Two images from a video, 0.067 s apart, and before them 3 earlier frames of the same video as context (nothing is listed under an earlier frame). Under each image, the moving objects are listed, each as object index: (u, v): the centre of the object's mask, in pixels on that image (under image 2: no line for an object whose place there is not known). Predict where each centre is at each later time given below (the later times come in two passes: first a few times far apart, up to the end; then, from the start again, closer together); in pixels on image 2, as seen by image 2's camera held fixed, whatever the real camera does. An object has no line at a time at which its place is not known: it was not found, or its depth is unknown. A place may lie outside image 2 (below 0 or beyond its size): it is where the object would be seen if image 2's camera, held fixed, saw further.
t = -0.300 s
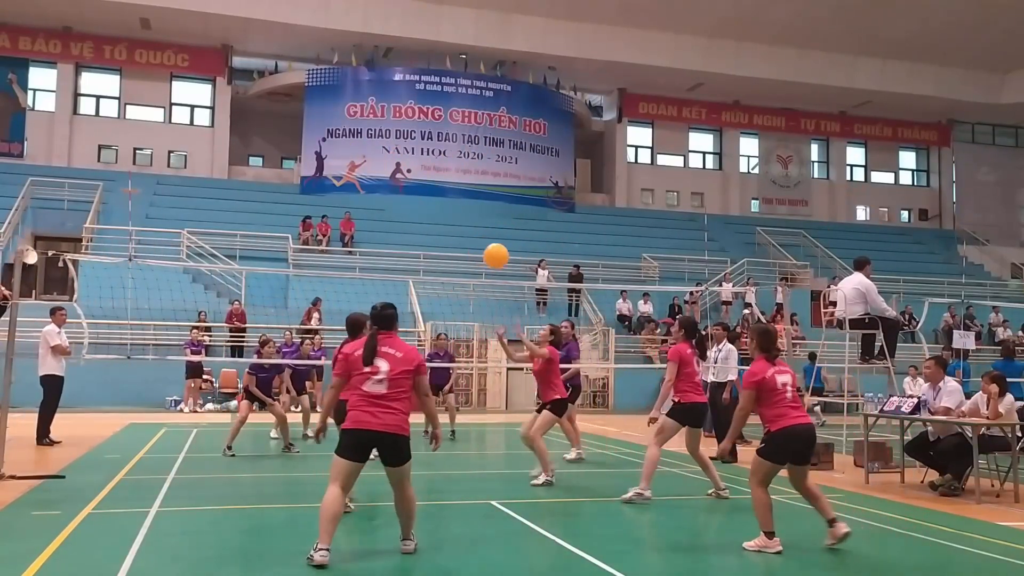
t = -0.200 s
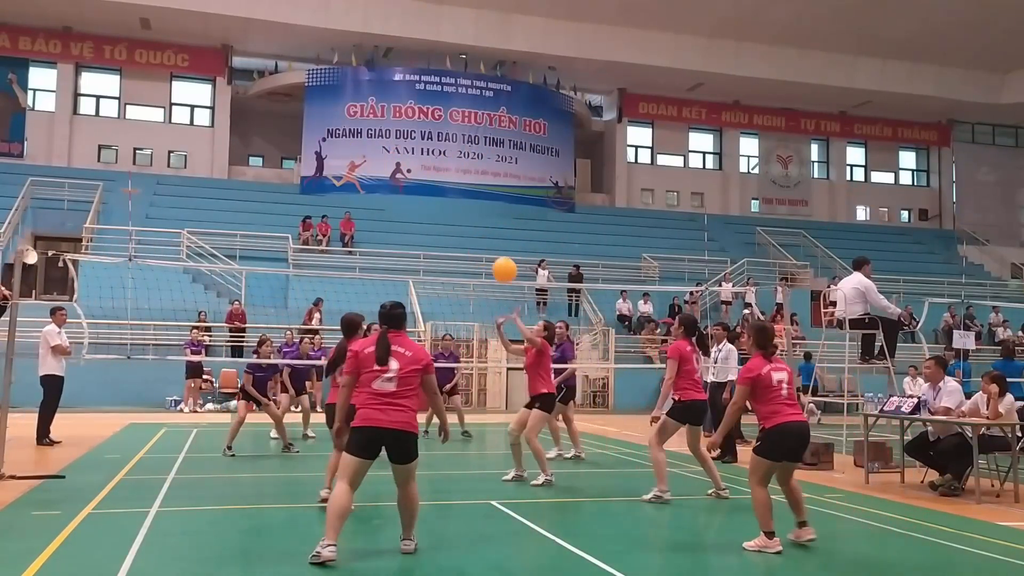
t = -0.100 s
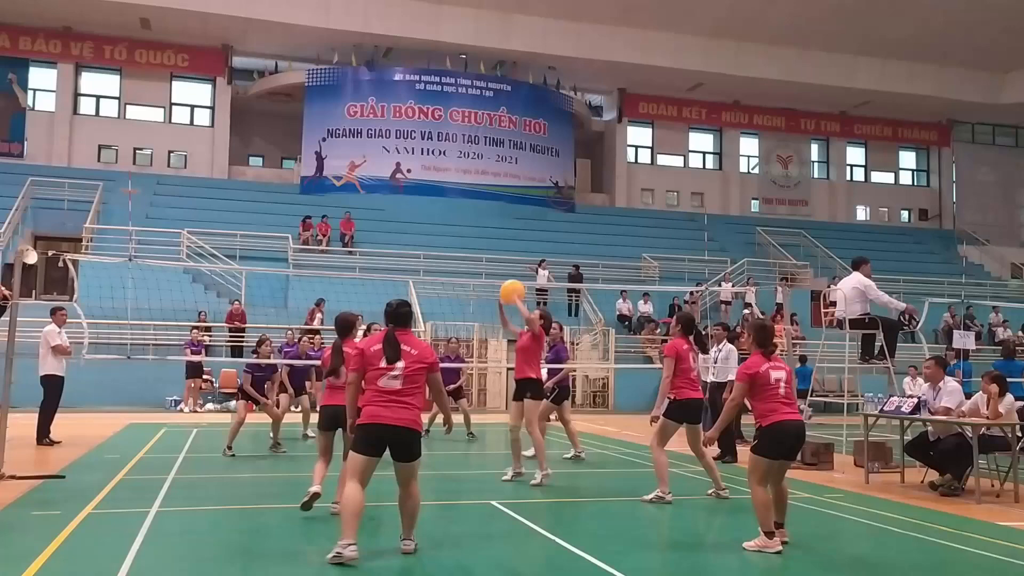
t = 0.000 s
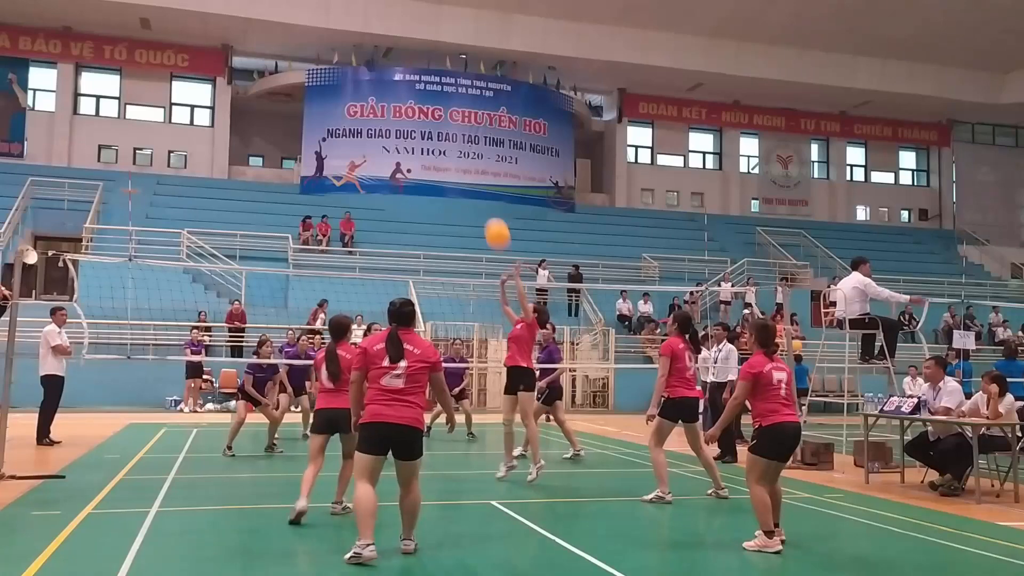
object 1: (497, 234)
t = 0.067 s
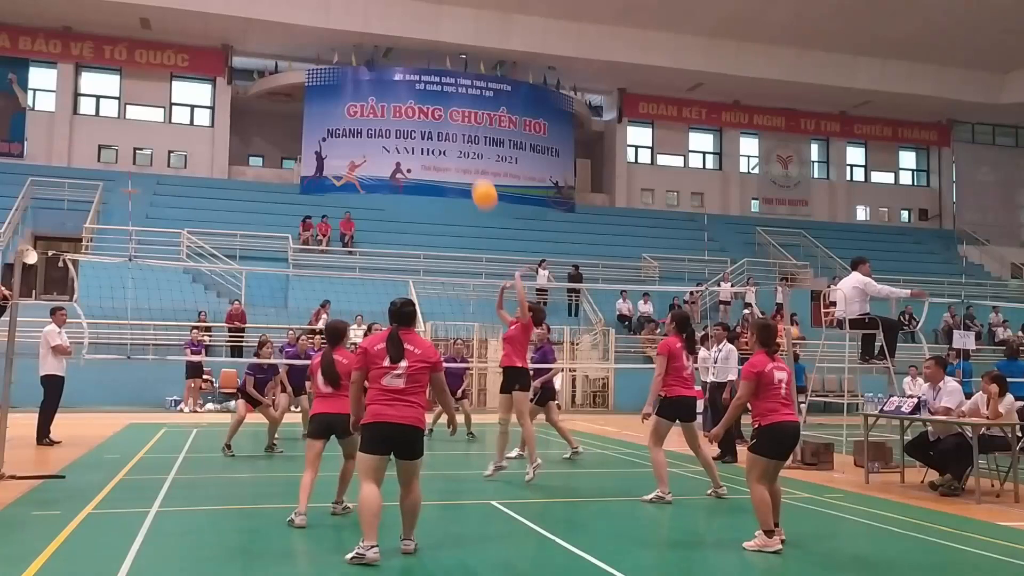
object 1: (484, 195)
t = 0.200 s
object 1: (459, 129)
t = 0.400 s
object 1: (421, 67)
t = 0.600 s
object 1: (381, 43)
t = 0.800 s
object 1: (339, 57)
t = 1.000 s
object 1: (294, 115)
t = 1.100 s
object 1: (273, 158)
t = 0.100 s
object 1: (478, 176)
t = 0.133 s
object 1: (472, 159)
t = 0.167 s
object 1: (465, 143)
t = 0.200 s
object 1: (459, 129)
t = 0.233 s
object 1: (453, 115)
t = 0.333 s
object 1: (434, 83)
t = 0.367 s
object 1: (427, 74)
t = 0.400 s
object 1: (421, 67)
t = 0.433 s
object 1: (414, 60)
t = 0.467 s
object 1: (408, 55)
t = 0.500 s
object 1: (401, 50)
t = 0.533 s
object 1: (394, 47)
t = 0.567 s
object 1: (388, 44)
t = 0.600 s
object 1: (381, 43)
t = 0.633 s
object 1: (374, 43)
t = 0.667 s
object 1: (367, 43)
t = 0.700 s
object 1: (360, 45)
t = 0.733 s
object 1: (353, 48)
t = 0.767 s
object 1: (346, 52)
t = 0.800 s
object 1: (339, 57)
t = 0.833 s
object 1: (331, 64)
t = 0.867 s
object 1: (324, 71)
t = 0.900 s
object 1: (316, 80)
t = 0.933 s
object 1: (309, 91)
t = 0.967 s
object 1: (301, 102)
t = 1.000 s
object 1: (294, 115)
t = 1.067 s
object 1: (280, 143)
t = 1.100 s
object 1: (273, 158)
